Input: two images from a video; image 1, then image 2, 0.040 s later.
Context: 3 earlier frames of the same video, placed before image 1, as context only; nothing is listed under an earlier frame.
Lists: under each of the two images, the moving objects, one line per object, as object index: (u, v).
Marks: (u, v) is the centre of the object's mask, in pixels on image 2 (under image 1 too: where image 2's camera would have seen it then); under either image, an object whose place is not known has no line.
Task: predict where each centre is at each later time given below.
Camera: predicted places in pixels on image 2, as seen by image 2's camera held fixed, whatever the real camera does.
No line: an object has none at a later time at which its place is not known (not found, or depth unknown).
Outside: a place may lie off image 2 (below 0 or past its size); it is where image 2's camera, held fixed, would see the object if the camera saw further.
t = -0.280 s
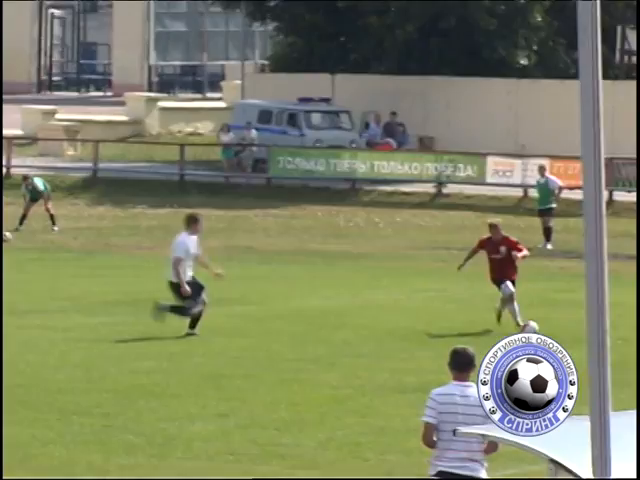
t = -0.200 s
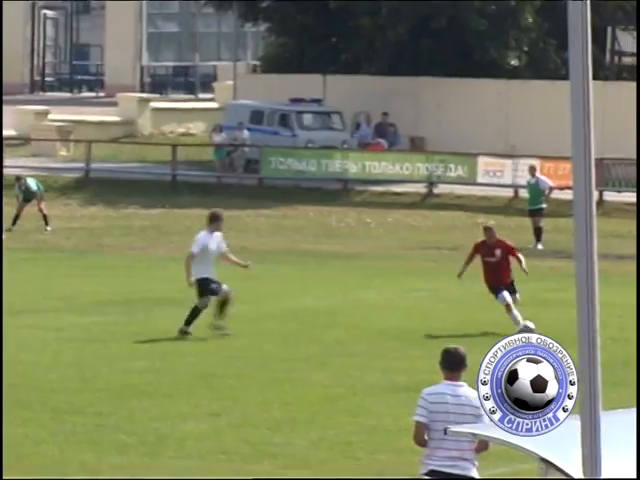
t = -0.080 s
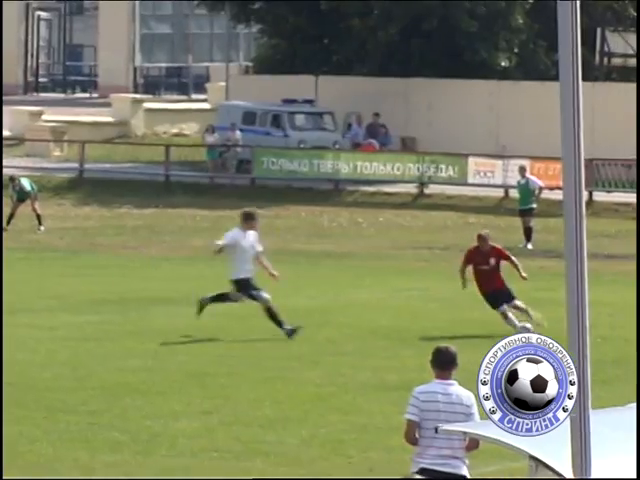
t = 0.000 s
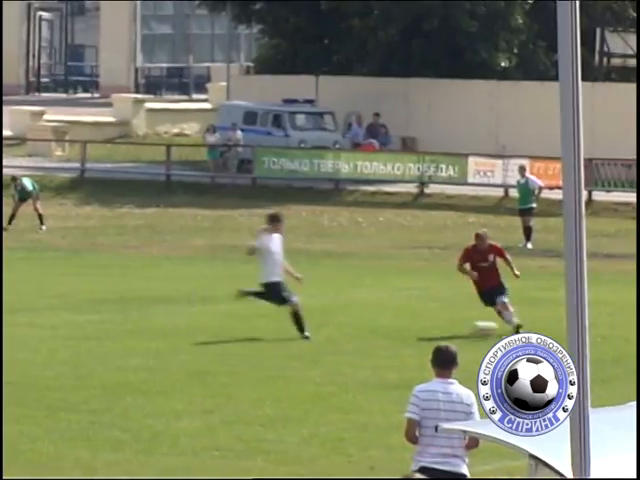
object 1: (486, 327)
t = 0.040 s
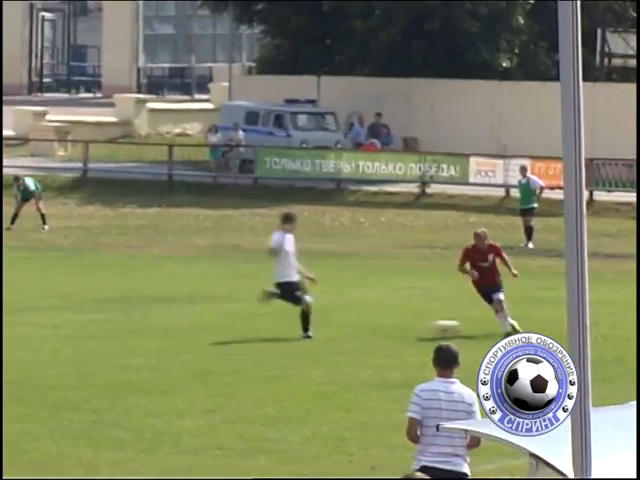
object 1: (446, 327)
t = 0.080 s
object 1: (405, 327)
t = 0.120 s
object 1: (364, 330)
